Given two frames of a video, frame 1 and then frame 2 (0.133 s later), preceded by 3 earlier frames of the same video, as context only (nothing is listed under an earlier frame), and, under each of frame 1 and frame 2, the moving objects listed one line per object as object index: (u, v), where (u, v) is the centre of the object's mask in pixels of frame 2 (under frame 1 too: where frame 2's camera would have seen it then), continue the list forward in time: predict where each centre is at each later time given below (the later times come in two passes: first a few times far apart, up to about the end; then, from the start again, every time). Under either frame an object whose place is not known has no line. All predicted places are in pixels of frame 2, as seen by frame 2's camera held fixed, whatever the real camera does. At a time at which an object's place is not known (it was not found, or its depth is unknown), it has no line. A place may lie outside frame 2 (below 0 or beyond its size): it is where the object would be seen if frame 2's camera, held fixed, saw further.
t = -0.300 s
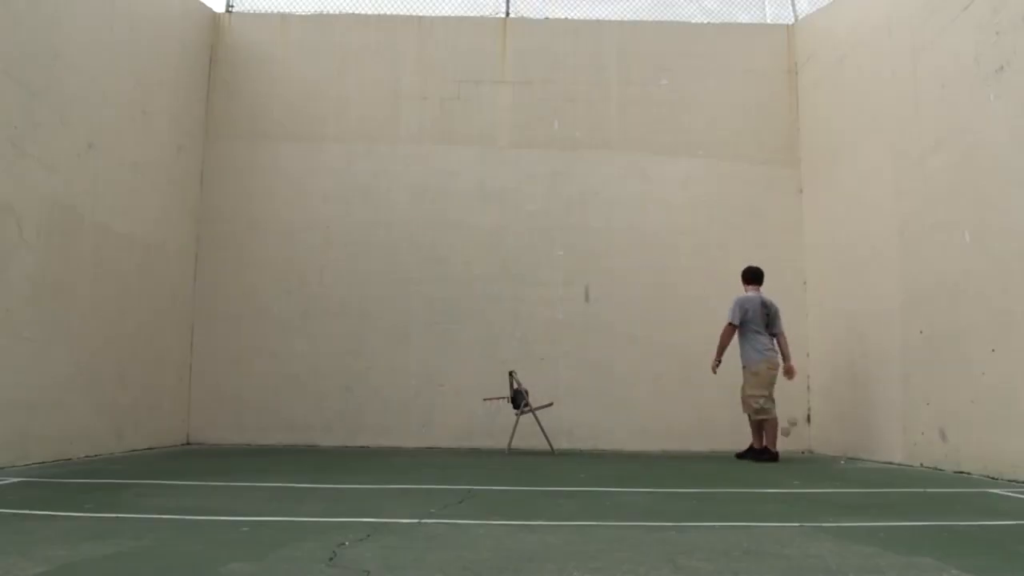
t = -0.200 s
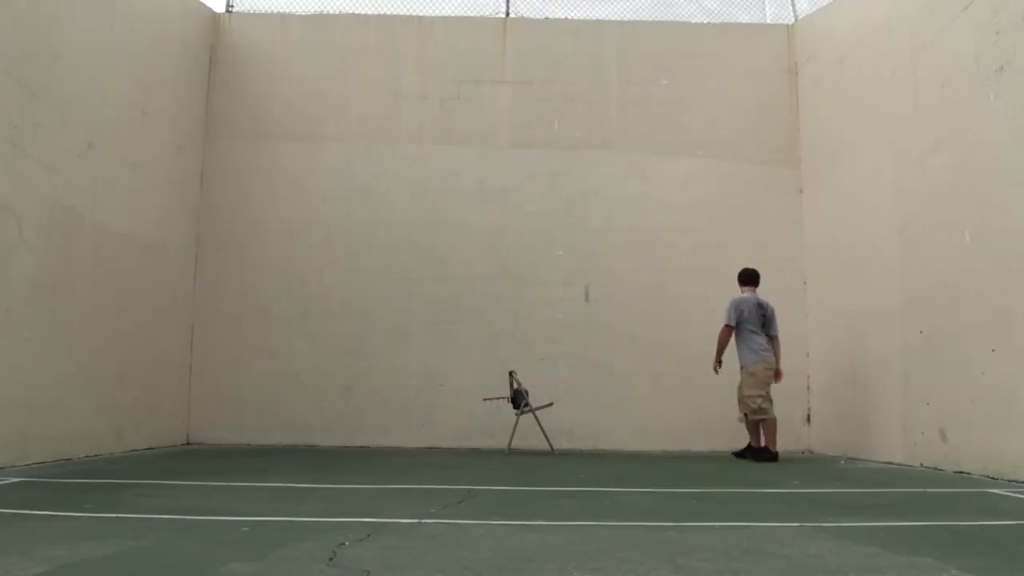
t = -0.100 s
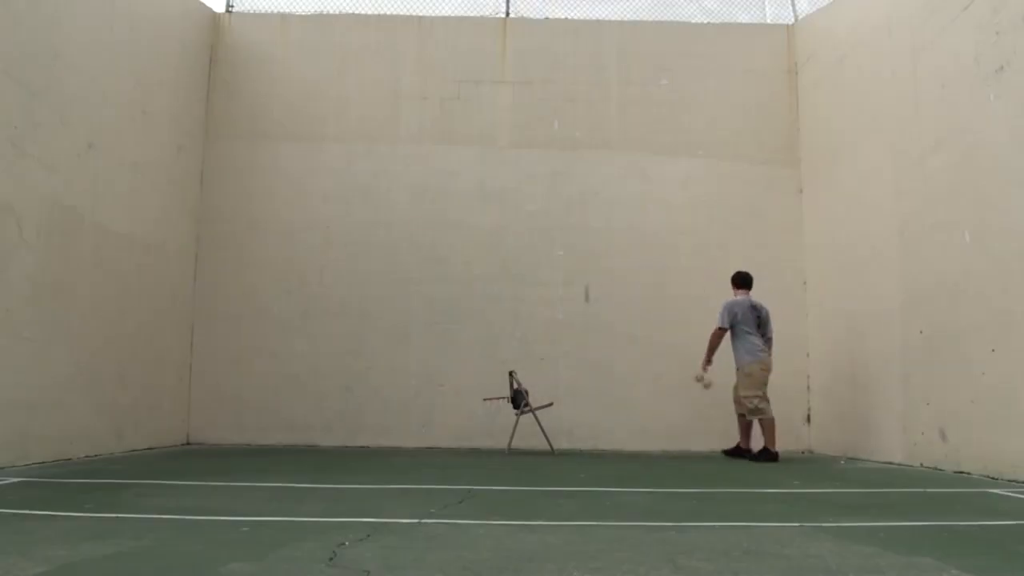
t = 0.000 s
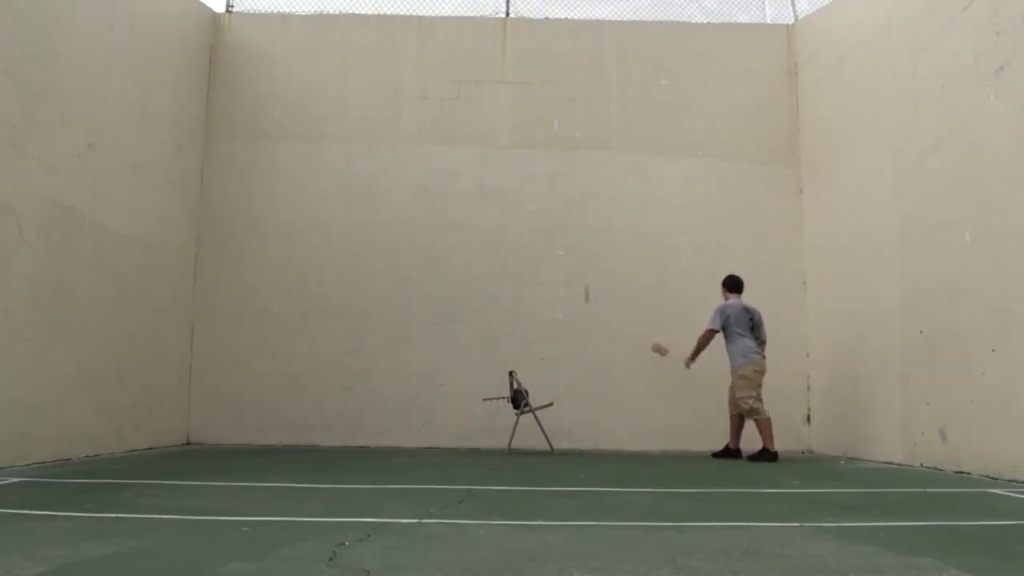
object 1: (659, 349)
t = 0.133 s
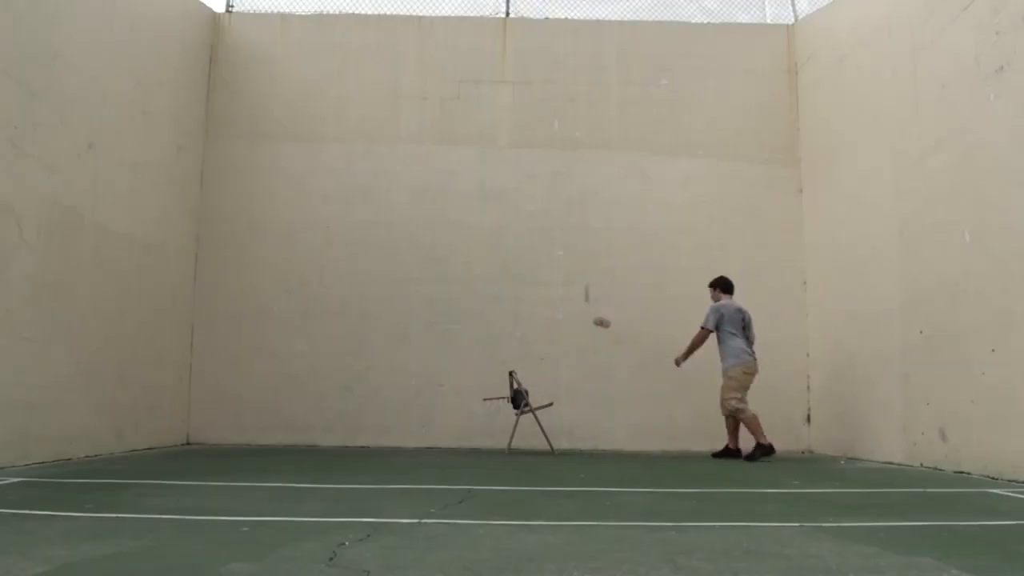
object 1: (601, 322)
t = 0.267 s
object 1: (544, 312)
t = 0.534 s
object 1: (431, 344)
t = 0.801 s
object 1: (319, 442)
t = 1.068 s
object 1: (210, 366)
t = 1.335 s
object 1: (241, 335)
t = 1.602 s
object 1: (331, 363)
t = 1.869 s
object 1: (416, 435)
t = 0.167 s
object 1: (587, 319)
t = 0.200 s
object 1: (572, 315)
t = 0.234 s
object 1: (559, 314)
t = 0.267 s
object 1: (544, 312)
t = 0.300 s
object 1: (531, 313)
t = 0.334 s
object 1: (516, 313)
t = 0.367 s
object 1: (502, 316)
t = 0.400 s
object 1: (488, 319)
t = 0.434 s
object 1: (474, 324)
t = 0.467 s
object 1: (460, 329)
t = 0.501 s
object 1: (446, 336)
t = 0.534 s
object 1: (431, 344)
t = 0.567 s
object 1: (418, 353)
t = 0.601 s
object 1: (403, 362)
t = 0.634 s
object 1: (389, 374)
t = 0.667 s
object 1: (375, 386)
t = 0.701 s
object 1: (361, 400)
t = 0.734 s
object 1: (346, 414)
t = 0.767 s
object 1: (332, 430)
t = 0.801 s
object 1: (319, 442)
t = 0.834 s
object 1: (305, 431)
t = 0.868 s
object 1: (291, 418)
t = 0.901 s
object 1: (278, 406)
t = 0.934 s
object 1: (264, 396)
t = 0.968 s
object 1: (251, 387)
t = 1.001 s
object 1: (237, 379)
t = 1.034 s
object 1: (224, 371)
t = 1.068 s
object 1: (210, 366)
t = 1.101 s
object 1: (197, 361)
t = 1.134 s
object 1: (184, 357)
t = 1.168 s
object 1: (183, 352)
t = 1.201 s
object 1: (197, 346)
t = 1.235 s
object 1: (207, 341)
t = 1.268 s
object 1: (218, 338)
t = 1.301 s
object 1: (230, 336)
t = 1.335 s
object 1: (241, 335)
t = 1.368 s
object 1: (253, 334)
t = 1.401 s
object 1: (264, 335)
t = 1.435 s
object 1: (275, 337)
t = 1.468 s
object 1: (286, 340)
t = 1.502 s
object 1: (298, 344)
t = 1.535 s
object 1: (309, 349)
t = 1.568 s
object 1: (320, 356)
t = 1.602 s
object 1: (331, 363)
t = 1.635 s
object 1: (342, 371)
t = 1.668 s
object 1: (354, 381)
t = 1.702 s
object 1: (365, 391)
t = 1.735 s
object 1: (377, 403)
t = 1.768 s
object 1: (388, 416)
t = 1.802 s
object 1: (400, 430)
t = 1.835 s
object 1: (409, 443)
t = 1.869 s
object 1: (416, 435)
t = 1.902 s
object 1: (421, 423)
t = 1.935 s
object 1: (426, 412)
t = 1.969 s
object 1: (431, 402)
